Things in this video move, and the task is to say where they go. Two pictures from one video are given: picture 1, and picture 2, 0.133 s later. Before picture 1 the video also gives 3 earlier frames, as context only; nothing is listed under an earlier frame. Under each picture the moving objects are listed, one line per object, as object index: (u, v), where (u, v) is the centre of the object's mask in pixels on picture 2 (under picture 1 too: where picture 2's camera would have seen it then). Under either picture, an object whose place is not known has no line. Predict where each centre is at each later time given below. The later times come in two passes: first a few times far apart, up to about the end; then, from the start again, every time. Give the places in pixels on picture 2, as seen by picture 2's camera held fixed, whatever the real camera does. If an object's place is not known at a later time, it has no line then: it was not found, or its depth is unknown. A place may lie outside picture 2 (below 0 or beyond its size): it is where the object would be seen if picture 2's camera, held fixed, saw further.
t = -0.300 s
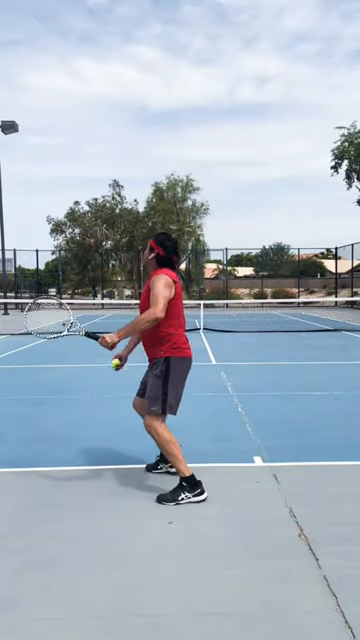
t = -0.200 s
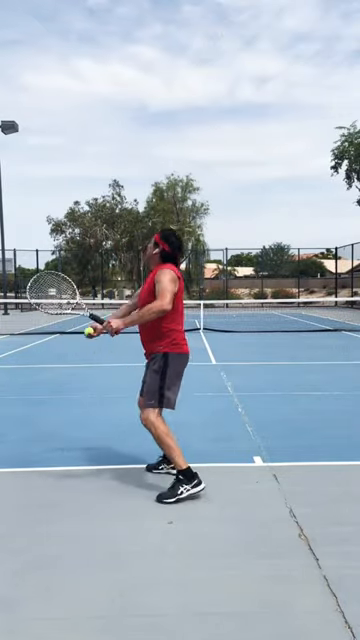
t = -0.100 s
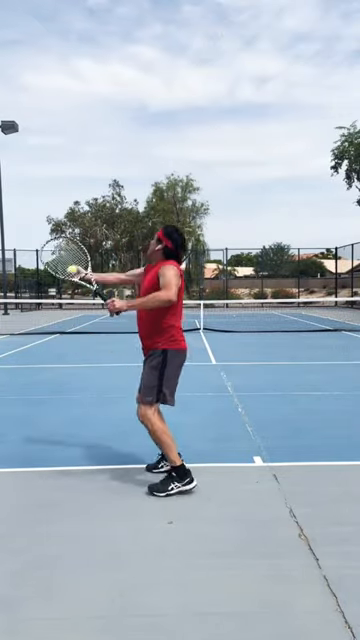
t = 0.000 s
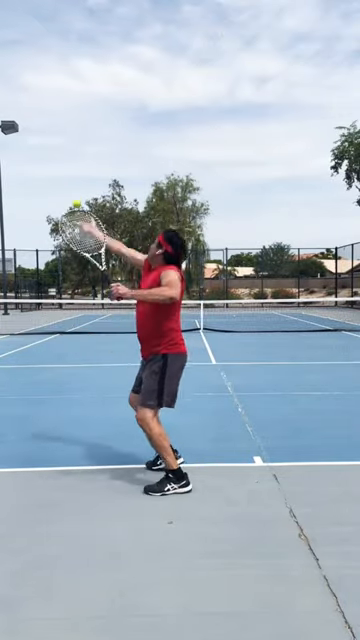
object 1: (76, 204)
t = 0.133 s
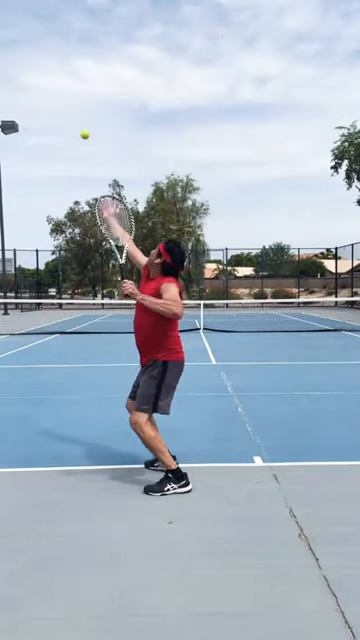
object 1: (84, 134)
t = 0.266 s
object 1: (93, 91)
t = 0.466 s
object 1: (106, 72)
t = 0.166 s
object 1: (86, 121)
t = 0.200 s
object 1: (88, 109)
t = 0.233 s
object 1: (90, 99)
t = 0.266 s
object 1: (93, 91)
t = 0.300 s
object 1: (95, 83)
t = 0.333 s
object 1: (97, 78)
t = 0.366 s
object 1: (100, 74)
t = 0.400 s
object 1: (102, 72)
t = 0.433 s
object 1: (104, 71)
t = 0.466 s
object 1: (106, 72)
